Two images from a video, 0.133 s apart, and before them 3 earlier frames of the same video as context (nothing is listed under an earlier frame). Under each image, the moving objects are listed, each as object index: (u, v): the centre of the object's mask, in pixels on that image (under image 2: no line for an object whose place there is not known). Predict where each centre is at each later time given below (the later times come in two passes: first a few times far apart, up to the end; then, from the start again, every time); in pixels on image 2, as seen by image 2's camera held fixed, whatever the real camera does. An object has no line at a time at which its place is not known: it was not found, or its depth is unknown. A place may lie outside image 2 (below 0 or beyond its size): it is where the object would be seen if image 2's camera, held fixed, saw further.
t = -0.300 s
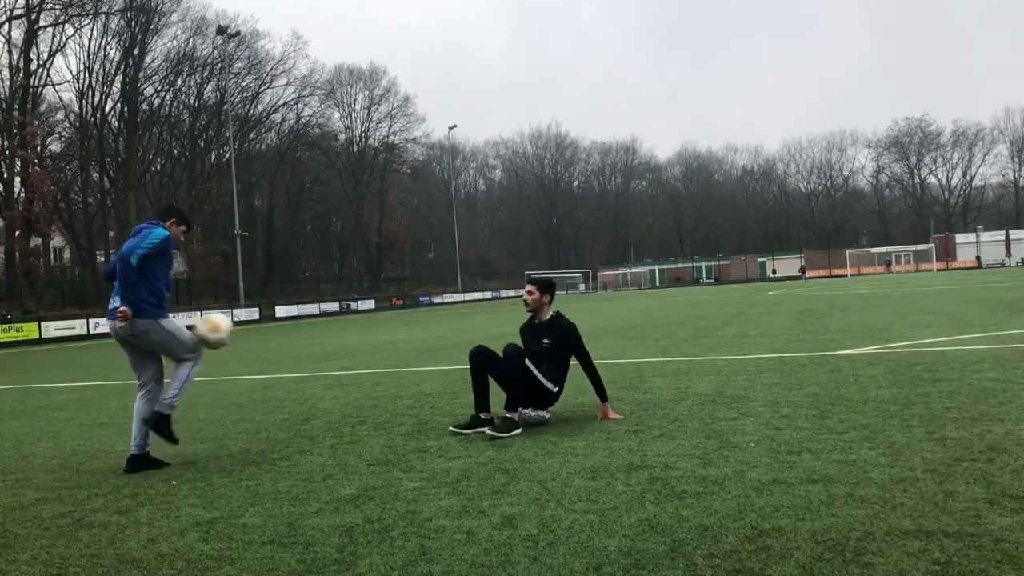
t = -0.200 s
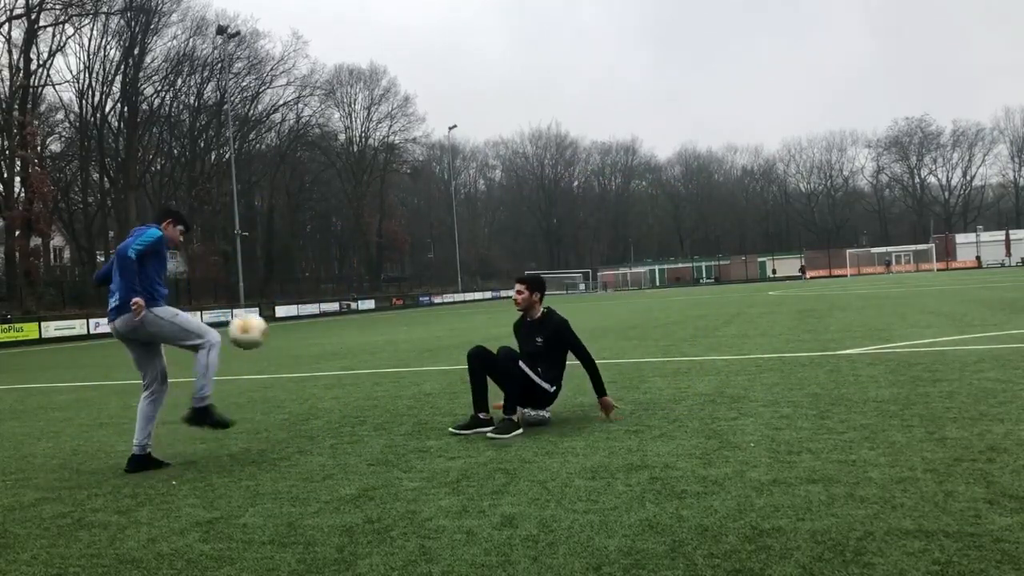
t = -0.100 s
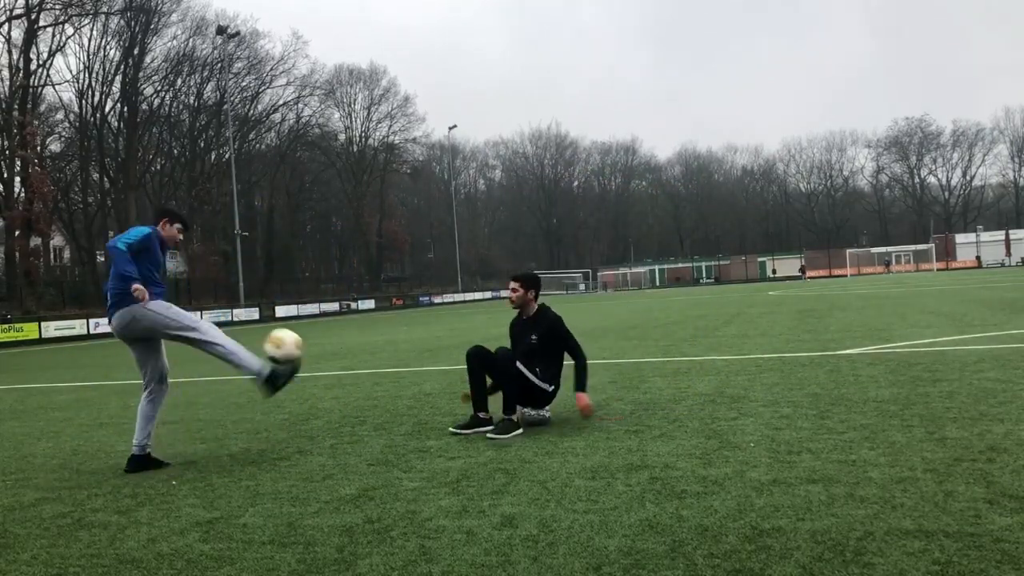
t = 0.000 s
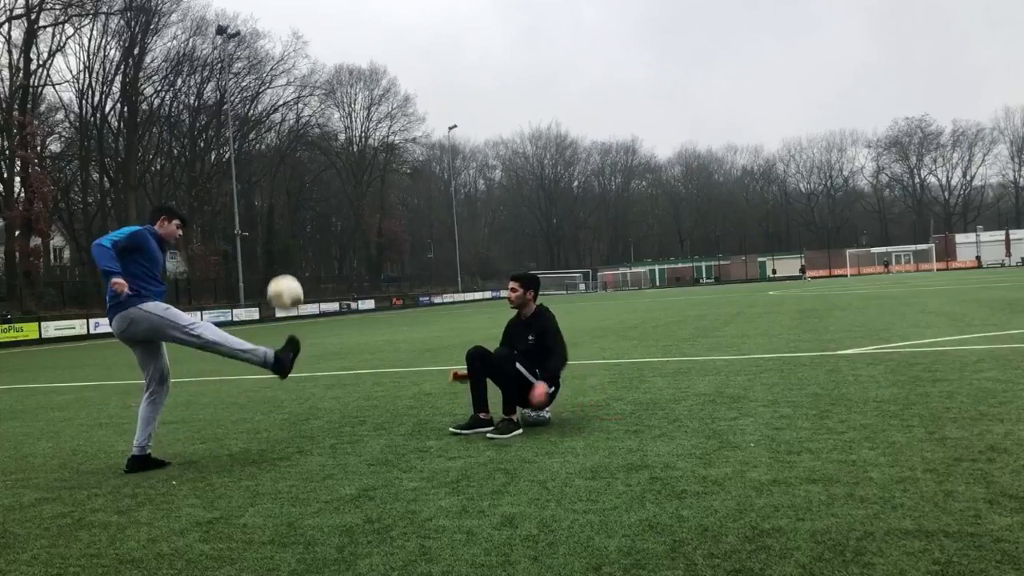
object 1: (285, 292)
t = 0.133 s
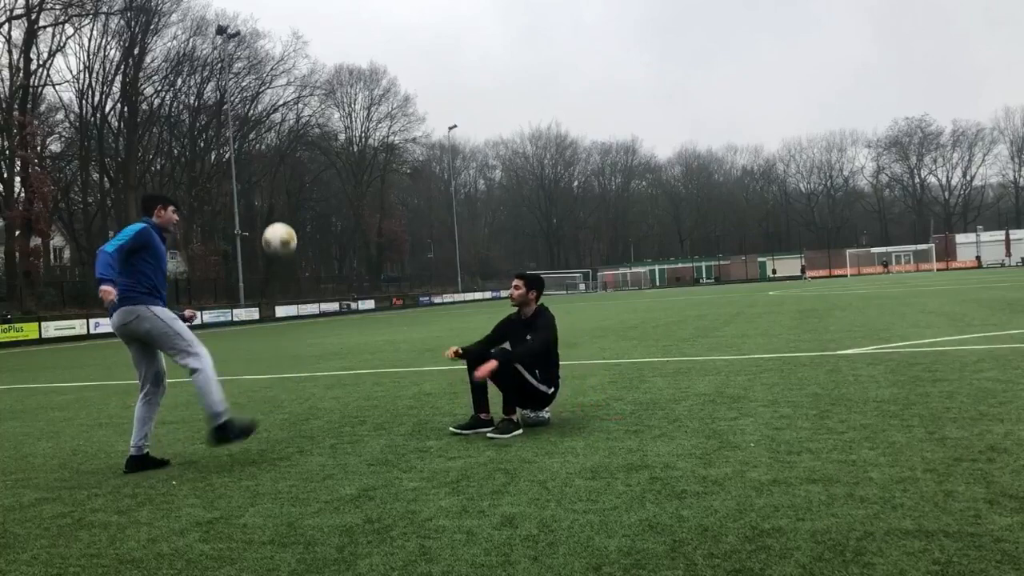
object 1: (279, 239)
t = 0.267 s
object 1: (275, 213)
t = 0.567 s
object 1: (272, 246)
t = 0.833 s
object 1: (274, 358)
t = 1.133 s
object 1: (269, 351)
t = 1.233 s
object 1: (267, 346)
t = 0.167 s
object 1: (278, 230)
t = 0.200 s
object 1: (277, 224)
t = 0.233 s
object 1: (276, 216)
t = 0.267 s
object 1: (275, 213)
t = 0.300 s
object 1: (274, 212)
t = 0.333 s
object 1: (273, 212)
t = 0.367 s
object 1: (273, 213)
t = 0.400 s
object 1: (273, 215)
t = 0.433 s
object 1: (273, 217)
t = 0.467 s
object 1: (272, 224)
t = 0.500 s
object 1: (272, 230)
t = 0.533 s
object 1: (272, 237)
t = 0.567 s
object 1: (272, 246)
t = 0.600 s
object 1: (272, 257)
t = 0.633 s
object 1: (272, 267)
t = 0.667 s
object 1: (272, 281)
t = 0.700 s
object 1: (272, 293)
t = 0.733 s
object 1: (272, 308)
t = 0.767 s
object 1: (273, 323)
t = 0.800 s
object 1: (274, 340)
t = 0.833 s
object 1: (274, 358)
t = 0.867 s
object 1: (275, 376)
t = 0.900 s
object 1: (275, 396)
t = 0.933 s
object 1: (274, 395)
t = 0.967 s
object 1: (273, 384)
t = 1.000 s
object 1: (273, 375)
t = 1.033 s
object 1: (271, 367)
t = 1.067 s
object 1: (270, 360)
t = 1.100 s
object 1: (269, 355)
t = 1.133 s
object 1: (269, 351)
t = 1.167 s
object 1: (268, 348)
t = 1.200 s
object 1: (267, 346)
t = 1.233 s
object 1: (267, 346)
